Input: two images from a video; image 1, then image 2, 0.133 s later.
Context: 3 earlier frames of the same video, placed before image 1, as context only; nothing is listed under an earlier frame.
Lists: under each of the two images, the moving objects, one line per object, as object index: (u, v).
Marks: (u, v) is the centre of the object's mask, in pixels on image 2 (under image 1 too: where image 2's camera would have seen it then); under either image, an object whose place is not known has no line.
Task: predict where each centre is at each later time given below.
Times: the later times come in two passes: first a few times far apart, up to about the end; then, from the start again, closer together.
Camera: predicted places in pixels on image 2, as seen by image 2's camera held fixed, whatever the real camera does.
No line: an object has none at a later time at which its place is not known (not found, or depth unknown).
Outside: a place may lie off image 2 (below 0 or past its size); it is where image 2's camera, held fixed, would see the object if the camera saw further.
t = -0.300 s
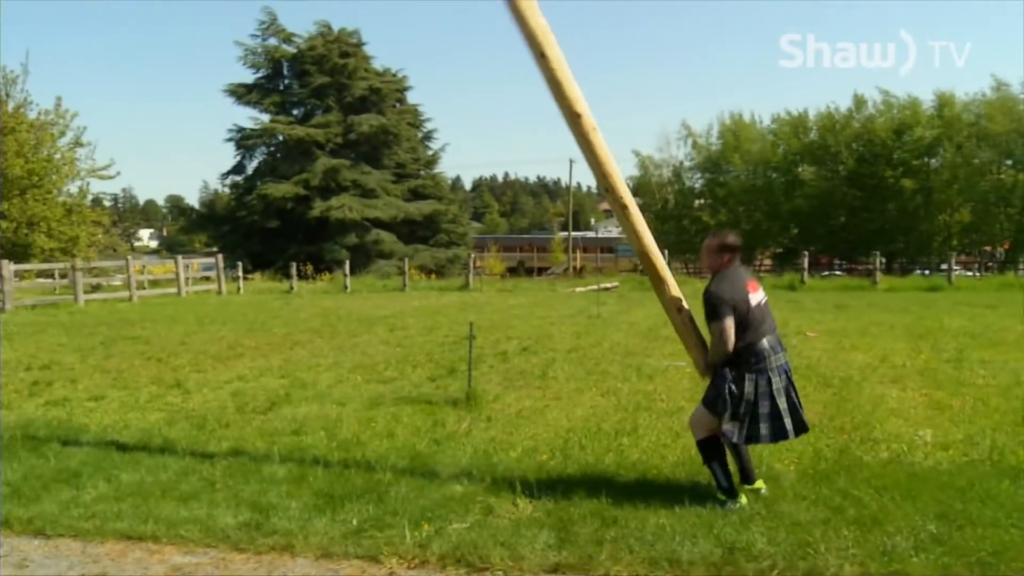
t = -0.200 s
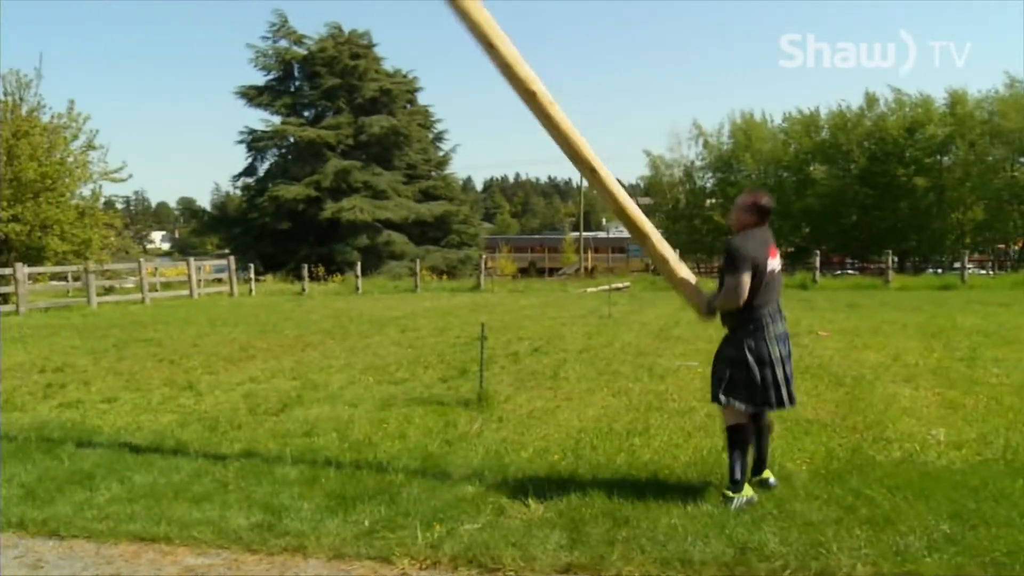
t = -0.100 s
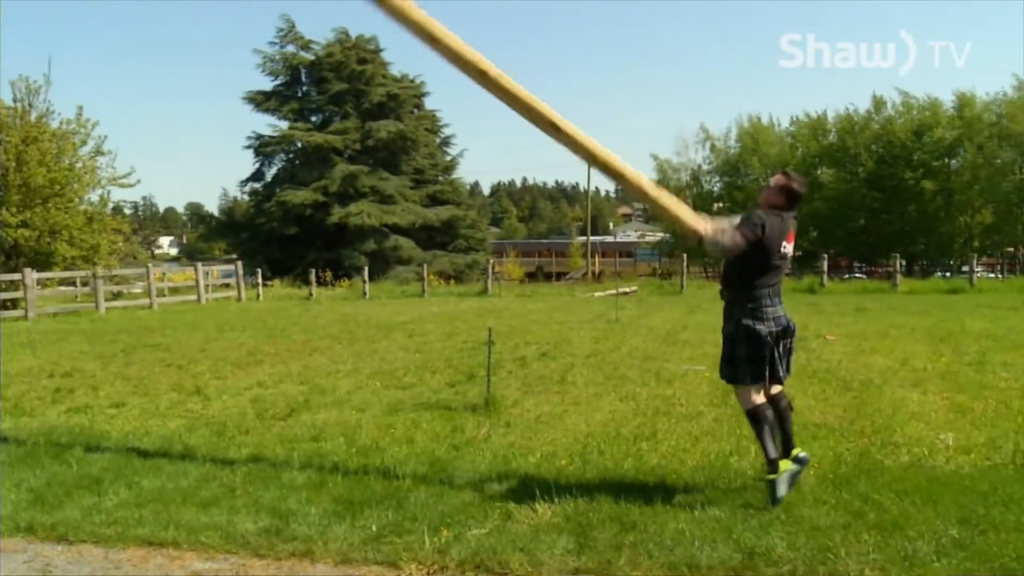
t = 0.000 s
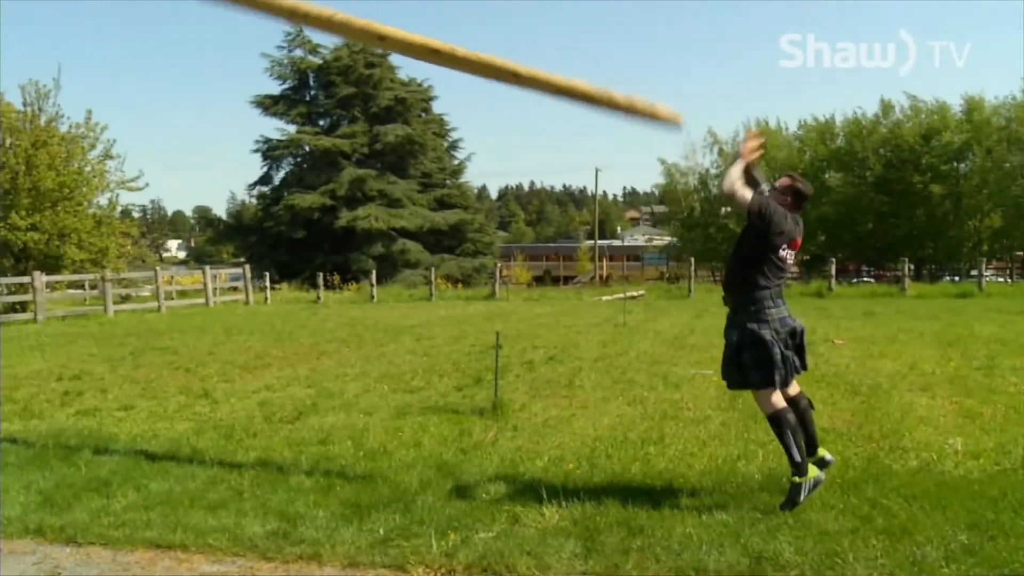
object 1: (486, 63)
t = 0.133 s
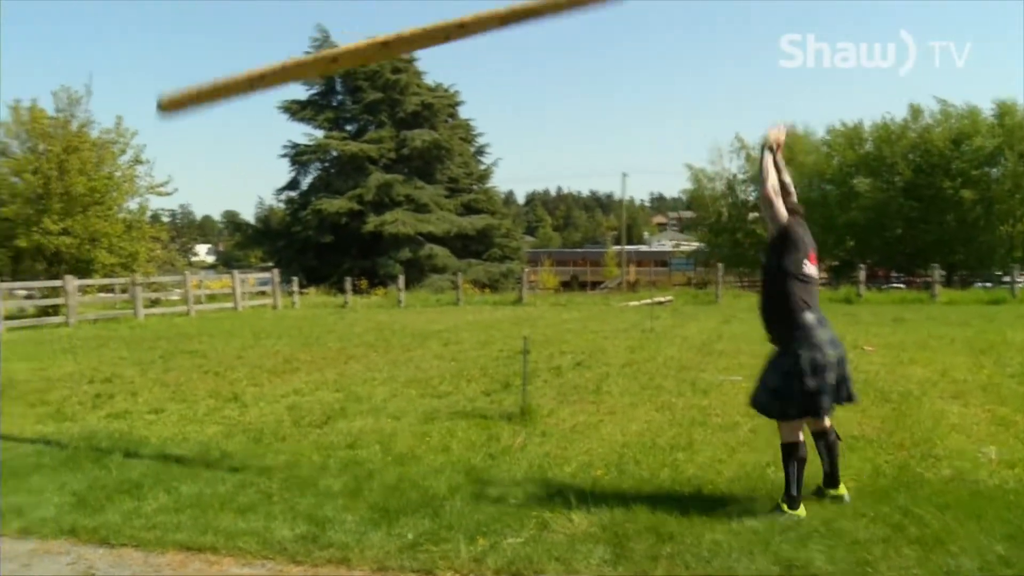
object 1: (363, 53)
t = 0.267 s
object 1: (255, 110)
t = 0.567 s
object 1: (133, 235)
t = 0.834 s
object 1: (54, 234)
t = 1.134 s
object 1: (-8, 316)
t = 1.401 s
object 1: (-44, 418)
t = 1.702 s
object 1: (-73, 409)
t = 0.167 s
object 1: (321, 67)
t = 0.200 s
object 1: (295, 81)
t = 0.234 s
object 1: (274, 95)
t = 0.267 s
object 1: (255, 110)
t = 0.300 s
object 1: (240, 125)
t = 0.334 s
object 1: (228, 135)
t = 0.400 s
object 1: (196, 173)
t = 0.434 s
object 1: (184, 190)
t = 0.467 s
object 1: (171, 209)
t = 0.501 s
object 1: (158, 226)
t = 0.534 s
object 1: (146, 231)
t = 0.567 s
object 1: (133, 235)
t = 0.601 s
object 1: (121, 235)
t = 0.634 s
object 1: (111, 236)
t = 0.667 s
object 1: (101, 235)
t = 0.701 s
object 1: (91, 231)
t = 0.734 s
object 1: (81, 228)
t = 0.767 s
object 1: (72, 228)
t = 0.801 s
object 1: (62, 229)
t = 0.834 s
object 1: (54, 234)
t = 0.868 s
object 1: (46, 239)
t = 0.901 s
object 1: (38, 245)
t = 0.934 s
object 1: (30, 252)
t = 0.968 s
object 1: (23, 261)
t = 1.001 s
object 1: (15, 269)
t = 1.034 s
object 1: (8, 279)
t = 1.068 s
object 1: (4, 291)
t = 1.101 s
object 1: (-1, 305)
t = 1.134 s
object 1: (-8, 316)
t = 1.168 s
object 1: (-16, 327)
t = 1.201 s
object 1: (-23, 340)
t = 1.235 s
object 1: (-30, 353)
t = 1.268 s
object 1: (-38, 367)
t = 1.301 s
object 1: (-45, 380)
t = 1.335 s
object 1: (-48, 394)
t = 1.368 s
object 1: (-50, 407)
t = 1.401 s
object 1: (-44, 418)
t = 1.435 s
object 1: (-67, 416)
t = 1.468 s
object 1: (-61, 414)
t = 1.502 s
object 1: (-63, 410)
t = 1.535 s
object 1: (-66, 407)
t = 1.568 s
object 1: (-66, 406)
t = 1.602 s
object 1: (-70, 405)
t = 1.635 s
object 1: (-72, 405)
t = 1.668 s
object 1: (-74, 406)
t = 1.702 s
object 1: (-73, 409)
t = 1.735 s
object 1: (-72, 411)
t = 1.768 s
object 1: (-75, 415)
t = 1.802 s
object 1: (-82, 415)
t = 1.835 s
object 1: (-76, 415)
